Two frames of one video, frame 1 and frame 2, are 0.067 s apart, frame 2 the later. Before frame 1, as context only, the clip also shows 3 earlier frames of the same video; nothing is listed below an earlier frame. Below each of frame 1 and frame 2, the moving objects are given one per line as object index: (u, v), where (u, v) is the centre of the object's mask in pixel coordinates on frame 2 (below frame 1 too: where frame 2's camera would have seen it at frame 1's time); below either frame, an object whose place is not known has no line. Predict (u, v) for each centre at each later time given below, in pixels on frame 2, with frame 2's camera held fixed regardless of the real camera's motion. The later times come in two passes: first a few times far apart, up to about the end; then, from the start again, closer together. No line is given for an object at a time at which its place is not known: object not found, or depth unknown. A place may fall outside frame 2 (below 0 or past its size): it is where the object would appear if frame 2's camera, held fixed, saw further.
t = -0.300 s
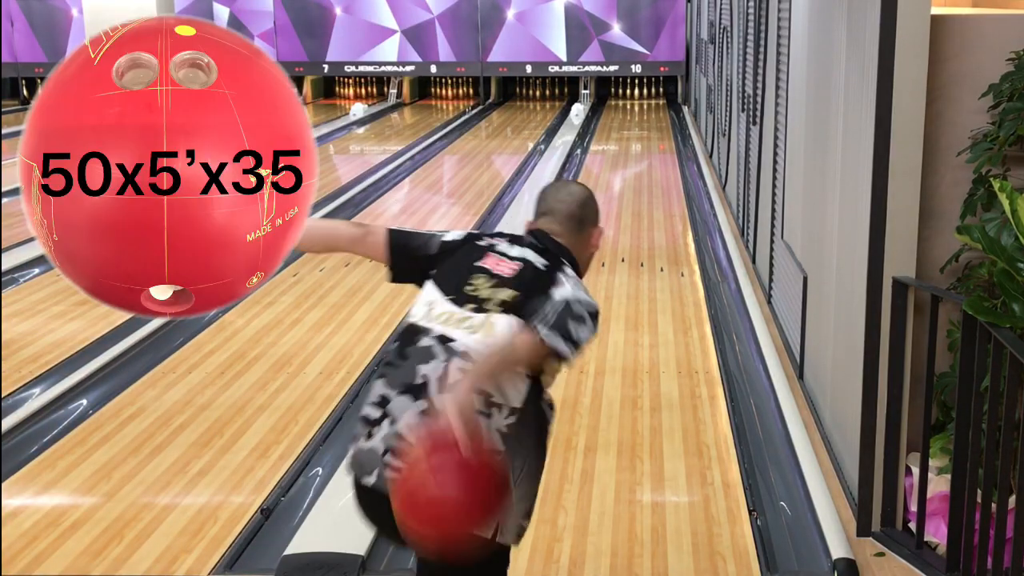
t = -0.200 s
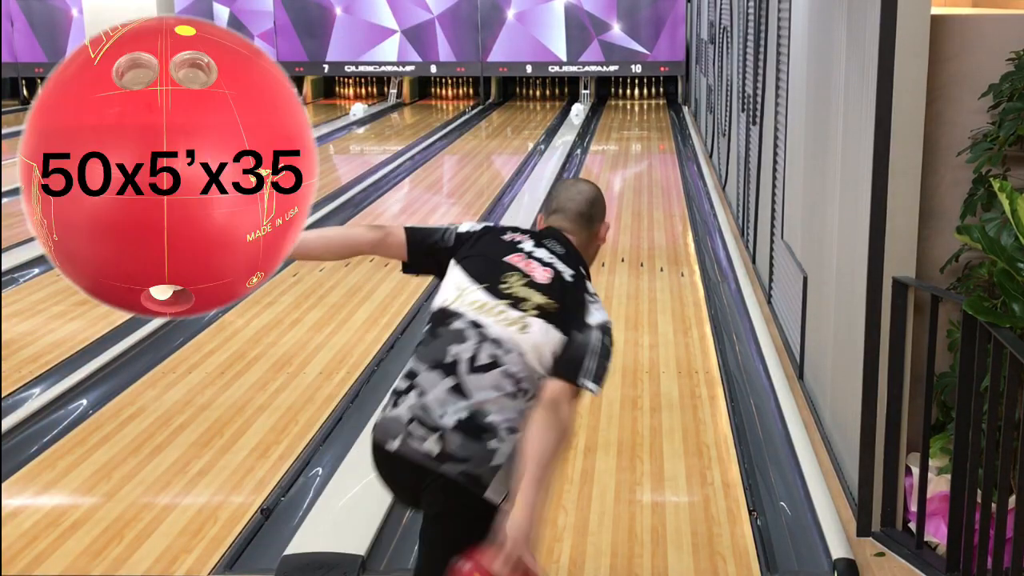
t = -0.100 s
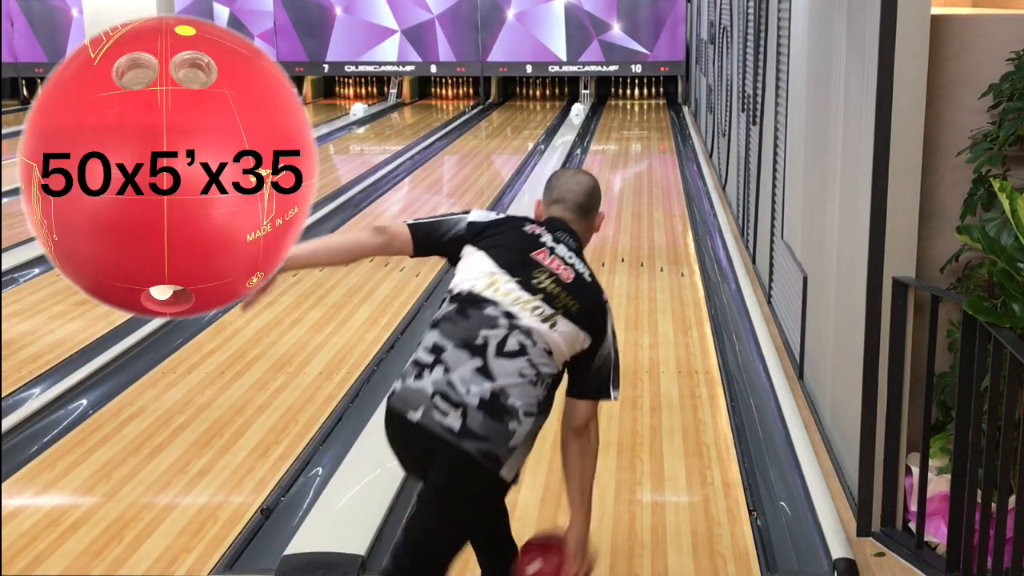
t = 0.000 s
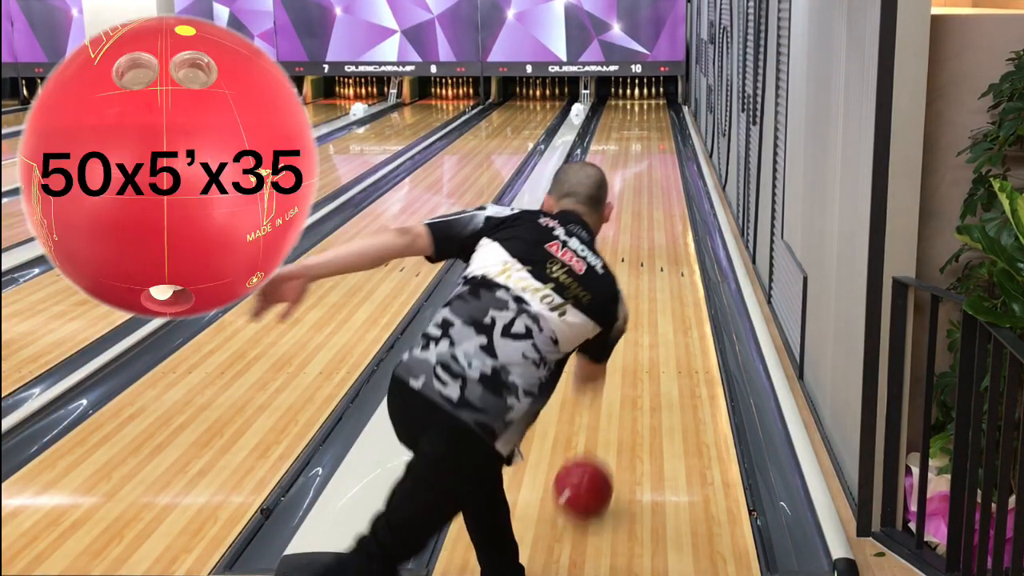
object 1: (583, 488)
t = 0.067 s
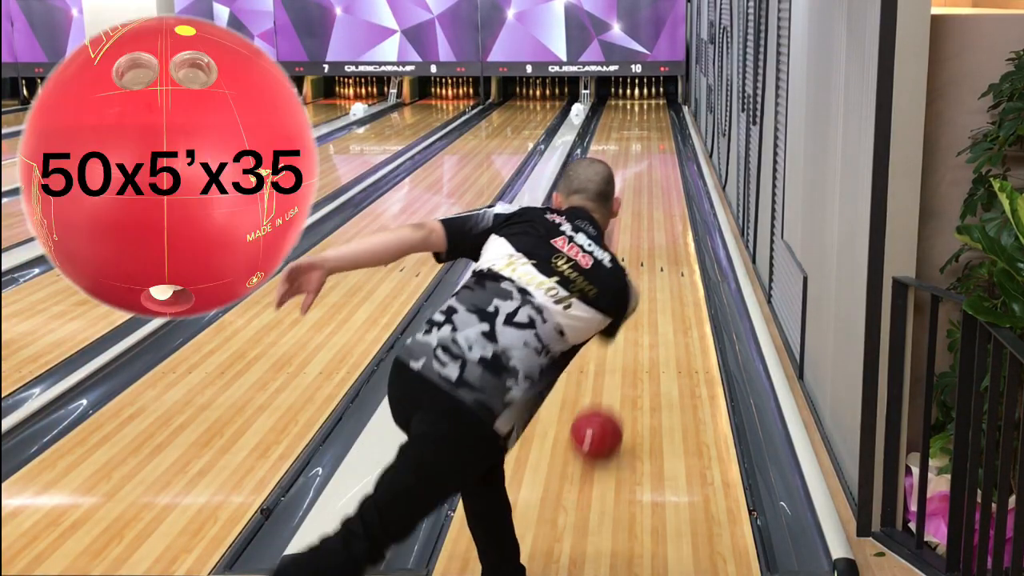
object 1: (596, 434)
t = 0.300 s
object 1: (628, 317)
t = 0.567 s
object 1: (643, 238)
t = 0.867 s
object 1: (654, 189)
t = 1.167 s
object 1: (657, 155)
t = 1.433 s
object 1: (660, 134)
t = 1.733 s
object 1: (658, 117)
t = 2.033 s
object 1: (651, 105)
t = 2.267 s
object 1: (642, 97)
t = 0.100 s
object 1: (602, 413)
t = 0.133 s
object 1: (607, 392)
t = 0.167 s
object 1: (611, 373)
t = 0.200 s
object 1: (615, 356)
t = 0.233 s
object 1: (619, 341)
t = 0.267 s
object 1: (623, 328)
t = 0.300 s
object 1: (628, 317)
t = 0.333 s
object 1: (633, 307)
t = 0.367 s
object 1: (635, 301)
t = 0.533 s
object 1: (644, 243)
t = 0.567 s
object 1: (643, 238)
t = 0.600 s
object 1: (644, 232)
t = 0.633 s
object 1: (647, 226)
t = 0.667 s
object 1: (648, 219)
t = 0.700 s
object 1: (650, 214)
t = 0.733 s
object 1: (651, 209)
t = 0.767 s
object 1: (653, 203)
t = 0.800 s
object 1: (653, 198)
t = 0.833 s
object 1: (654, 193)
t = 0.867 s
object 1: (654, 189)
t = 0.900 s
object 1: (654, 184)
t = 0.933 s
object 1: (654, 179)
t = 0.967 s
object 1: (655, 175)
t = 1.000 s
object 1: (655, 172)
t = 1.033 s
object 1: (656, 168)
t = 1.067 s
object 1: (656, 164)
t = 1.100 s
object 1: (657, 161)
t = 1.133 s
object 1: (657, 158)
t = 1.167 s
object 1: (657, 155)
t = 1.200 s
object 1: (658, 152)
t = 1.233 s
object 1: (658, 149)
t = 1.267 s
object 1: (659, 146)
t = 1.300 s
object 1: (659, 144)
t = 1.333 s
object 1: (659, 141)
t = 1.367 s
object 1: (659, 139)
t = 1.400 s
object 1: (659, 136)
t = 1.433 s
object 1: (660, 134)
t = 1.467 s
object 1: (660, 132)
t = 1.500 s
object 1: (660, 130)
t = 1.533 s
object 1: (660, 128)
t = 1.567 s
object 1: (660, 126)
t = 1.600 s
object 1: (660, 124)
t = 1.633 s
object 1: (659, 122)
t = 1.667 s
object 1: (659, 121)
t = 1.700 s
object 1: (659, 119)
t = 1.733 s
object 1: (658, 117)
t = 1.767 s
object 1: (658, 116)
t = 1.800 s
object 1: (657, 114)
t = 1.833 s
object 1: (657, 113)
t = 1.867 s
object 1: (656, 111)
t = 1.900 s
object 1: (655, 110)
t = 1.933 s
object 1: (654, 108)
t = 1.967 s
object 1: (653, 107)
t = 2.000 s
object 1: (652, 106)
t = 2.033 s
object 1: (651, 105)
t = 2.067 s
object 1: (651, 104)
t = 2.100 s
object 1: (648, 102)
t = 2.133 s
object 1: (648, 101)
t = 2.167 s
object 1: (647, 100)
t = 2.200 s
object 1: (646, 99)
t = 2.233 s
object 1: (644, 98)
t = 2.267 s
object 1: (642, 97)
